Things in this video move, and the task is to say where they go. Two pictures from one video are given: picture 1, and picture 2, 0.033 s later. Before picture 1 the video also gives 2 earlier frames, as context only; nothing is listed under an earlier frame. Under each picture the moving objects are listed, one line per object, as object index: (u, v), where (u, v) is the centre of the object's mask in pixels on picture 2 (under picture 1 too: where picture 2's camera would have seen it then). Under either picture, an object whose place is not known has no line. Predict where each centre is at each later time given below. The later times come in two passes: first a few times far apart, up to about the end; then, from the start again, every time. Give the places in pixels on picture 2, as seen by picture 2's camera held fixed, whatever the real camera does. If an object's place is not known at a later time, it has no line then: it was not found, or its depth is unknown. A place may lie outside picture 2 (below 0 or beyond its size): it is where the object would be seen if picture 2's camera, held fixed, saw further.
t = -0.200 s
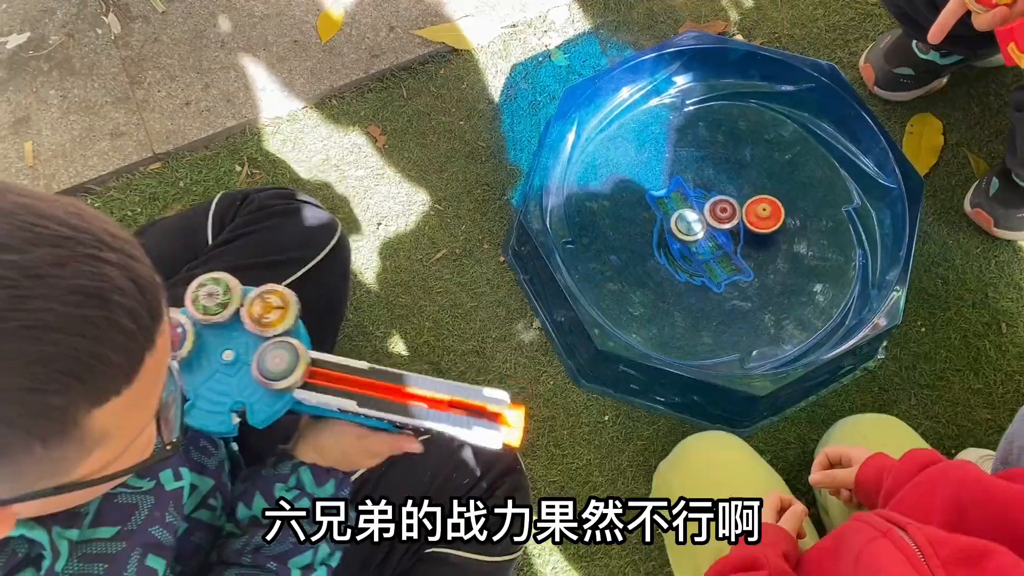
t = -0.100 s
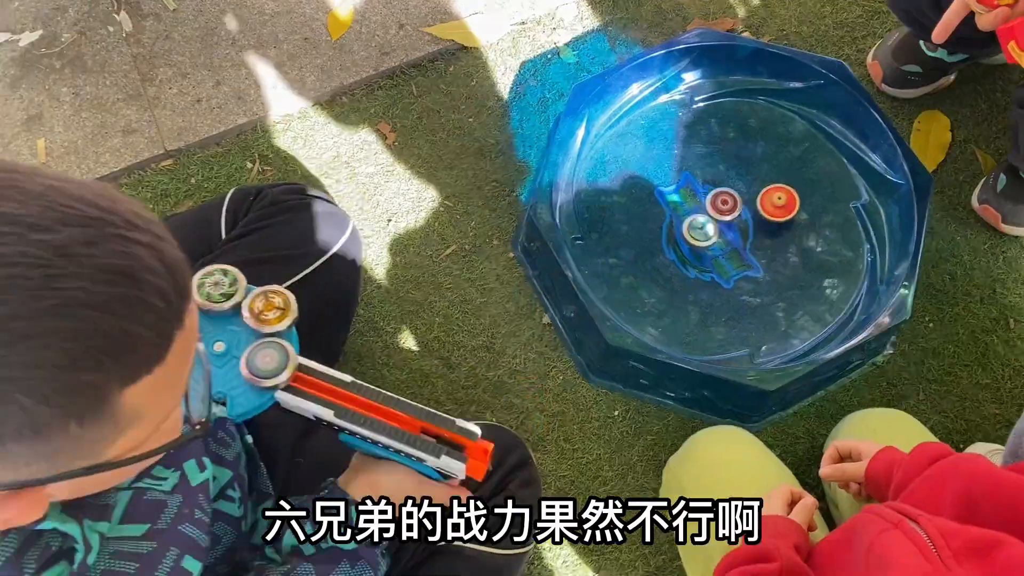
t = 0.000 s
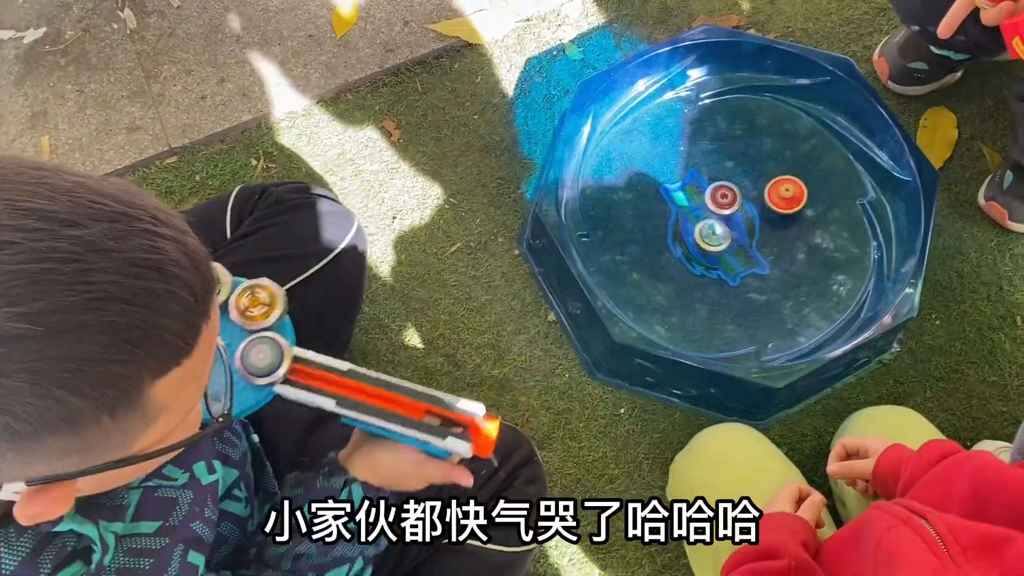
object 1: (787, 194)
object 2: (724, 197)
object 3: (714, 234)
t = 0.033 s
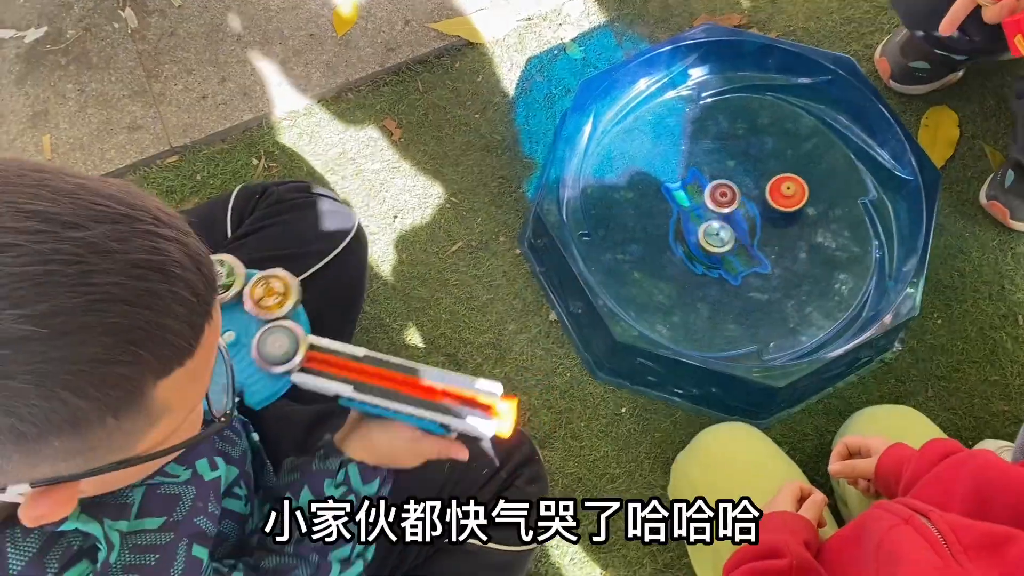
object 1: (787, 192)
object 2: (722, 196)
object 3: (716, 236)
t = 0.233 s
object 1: (779, 189)
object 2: (711, 198)
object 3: (734, 245)
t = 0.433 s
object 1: (763, 188)
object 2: (707, 207)
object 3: (749, 244)
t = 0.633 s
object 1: (742, 185)
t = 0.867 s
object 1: (718, 178)
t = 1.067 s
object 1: (701, 175)
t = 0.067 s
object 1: (786, 192)
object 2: (720, 196)
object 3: (719, 238)
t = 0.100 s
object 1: (785, 191)
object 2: (718, 196)
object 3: (721, 240)
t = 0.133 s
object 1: (784, 190)
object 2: (716, 195)
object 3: (724, 242)
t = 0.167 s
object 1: (783, 190)
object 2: (714, 196)
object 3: (727, 243)
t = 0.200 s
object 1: (781, 190)
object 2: (713, 197)
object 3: (730, 244)
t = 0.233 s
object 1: (779, 189)
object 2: (711, 198)
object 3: (734, 245)
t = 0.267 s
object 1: (777, 189)
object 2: (712, 199)
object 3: (736, 246)
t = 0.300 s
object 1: (775, 189)
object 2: (711, 201)
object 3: (739, 246)
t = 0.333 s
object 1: (772, 189)
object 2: (710, 203)
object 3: (742, 246)
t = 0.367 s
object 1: (769, 189)
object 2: (709, 204)
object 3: (744, 245)
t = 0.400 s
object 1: (766, 188)
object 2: (708, 205)
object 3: (747, 244)
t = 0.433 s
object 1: (763, 188)
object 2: (707, 207)
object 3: (749, 244)
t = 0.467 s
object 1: (760, 188)
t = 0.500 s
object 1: (756, 187)
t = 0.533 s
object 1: (753, 187)
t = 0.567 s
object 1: (749, 186)
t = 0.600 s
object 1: (746, 186)
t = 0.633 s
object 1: (742, 185)
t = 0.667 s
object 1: (739, 184)
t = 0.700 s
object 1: (735, 183)
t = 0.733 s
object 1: (731, 182)
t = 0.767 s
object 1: (728, 181)
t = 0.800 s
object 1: (724, 180)
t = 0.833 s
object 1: (721, 180)
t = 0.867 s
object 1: (718, 178)
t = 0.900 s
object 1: (714, 178)
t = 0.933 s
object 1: (712, 177)
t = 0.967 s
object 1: (709, 176)
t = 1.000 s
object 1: (707, 176)
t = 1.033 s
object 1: (704, 175)
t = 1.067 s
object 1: (701, 175)
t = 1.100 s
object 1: (699, 174)
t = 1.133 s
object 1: (699, 174)
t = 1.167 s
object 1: (696, 173)
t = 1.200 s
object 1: (696, 173)
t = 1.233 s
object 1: (693, 174)
